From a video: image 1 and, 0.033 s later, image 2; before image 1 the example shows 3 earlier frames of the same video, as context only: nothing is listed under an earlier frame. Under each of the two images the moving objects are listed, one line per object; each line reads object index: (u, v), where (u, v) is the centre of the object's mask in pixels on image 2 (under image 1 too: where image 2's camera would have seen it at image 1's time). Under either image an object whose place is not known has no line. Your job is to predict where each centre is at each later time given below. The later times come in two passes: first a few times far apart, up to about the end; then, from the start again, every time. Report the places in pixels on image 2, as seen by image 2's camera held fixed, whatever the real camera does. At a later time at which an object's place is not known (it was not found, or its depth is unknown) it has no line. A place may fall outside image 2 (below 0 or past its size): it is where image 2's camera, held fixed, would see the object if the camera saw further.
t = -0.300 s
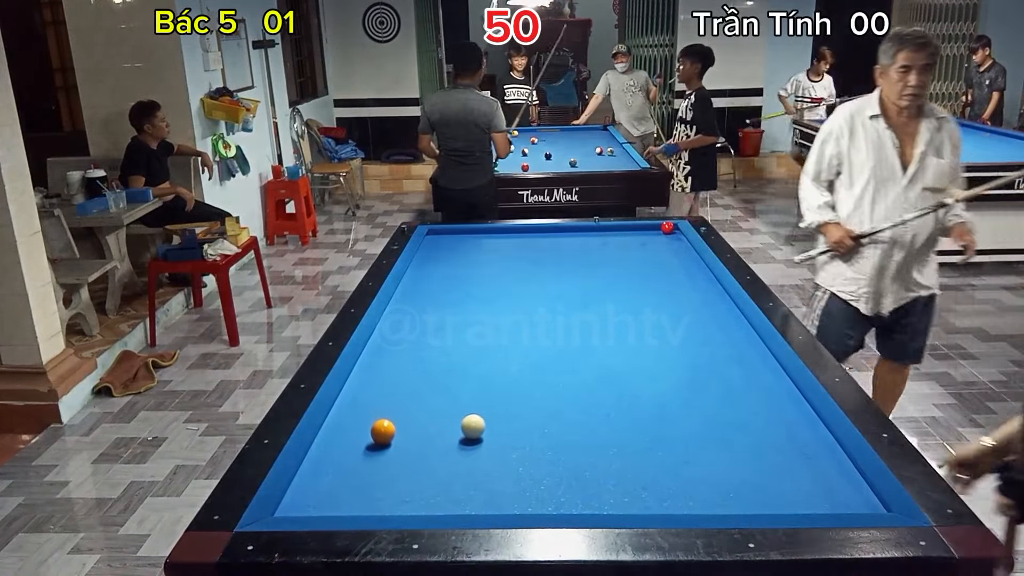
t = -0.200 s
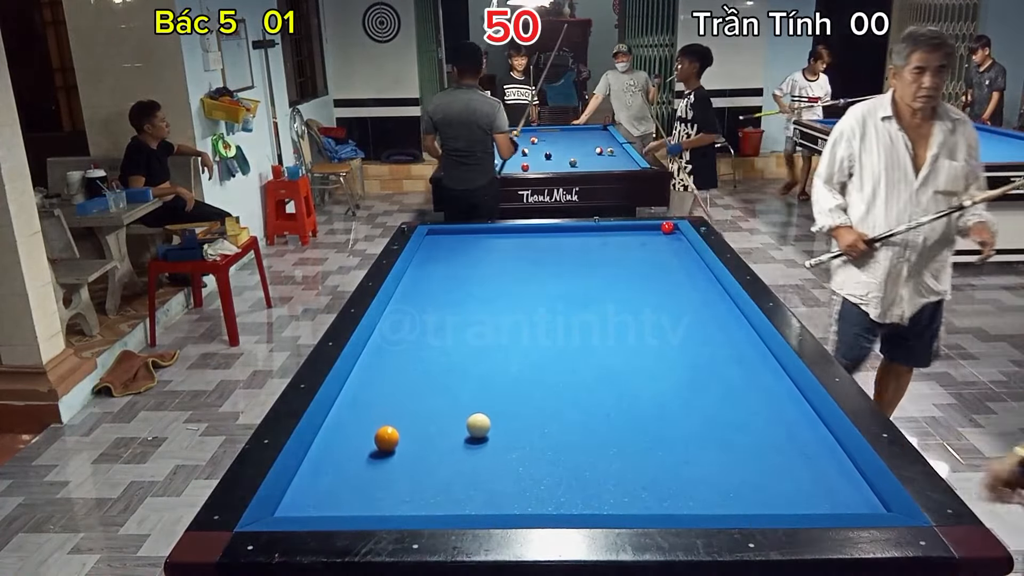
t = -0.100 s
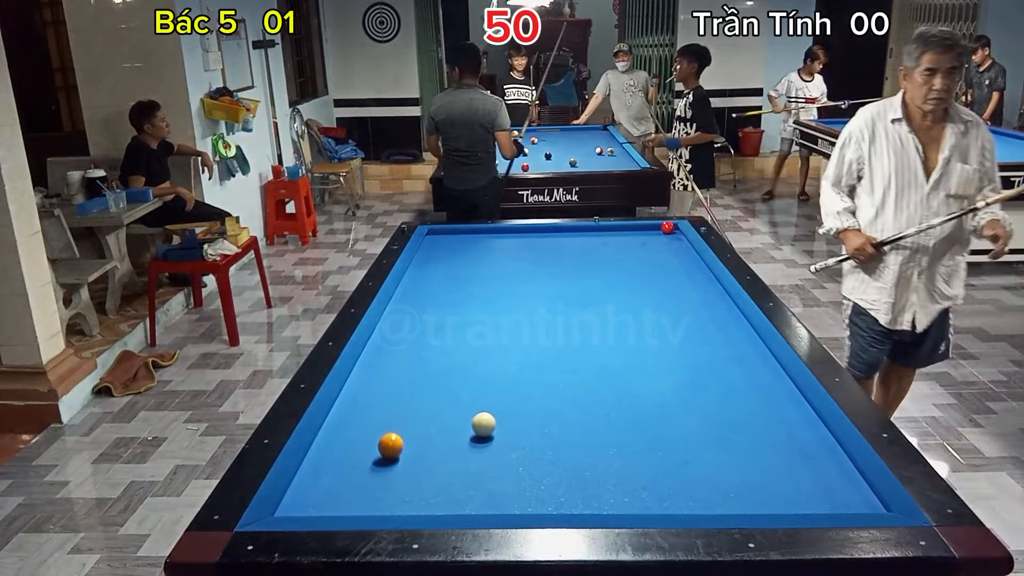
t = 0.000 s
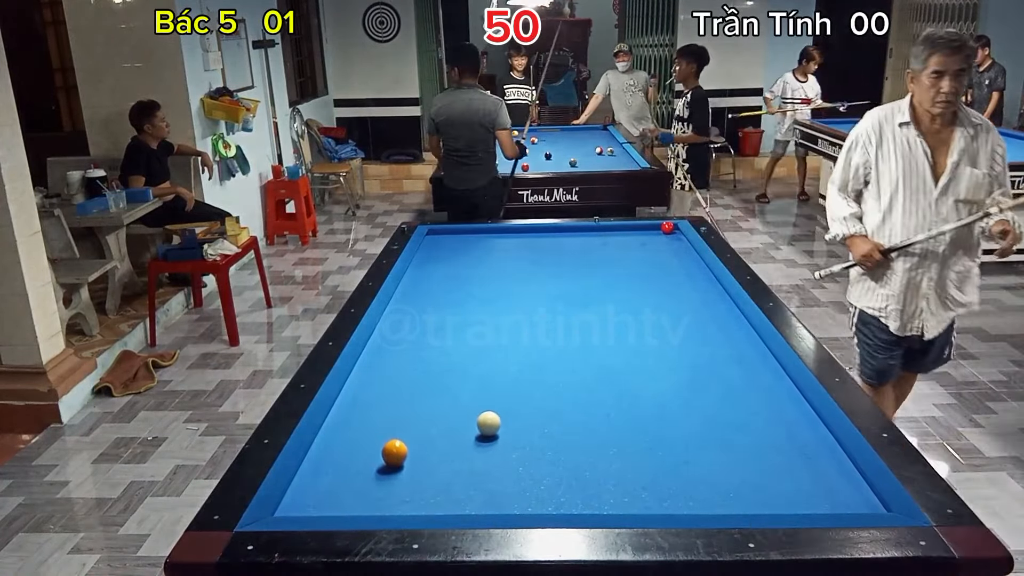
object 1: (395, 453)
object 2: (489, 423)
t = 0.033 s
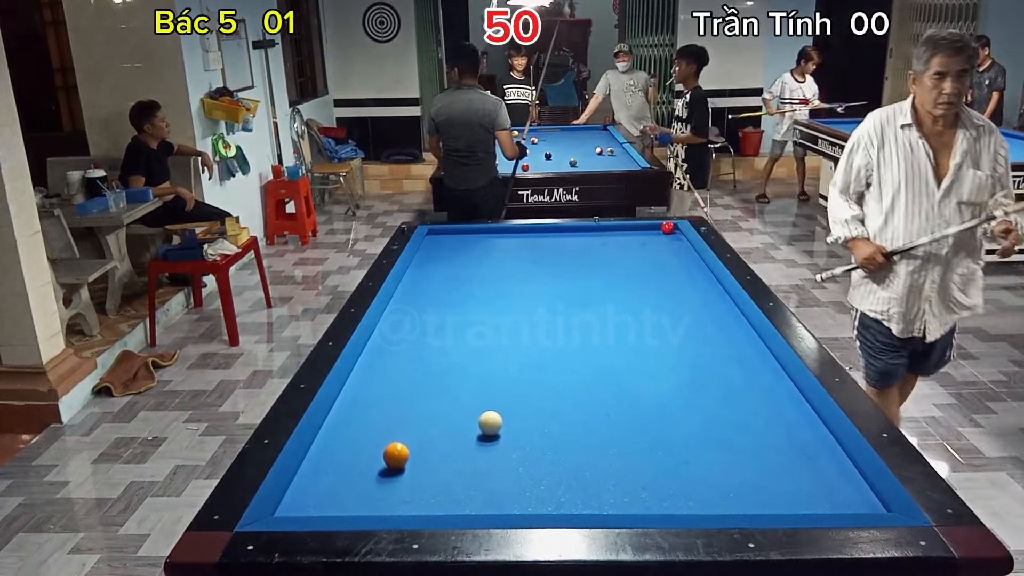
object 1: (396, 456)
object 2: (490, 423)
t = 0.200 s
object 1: (403, 468)
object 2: (498, 422)
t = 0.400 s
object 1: (412, 484)
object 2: (506, 420)
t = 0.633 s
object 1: (423, 501)
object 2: (516, 418)
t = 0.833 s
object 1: (438, 503)
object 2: (523, 416)
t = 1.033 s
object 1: (454, 495)
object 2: (529, 415)
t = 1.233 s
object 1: (468, 486)
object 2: (535, 413)
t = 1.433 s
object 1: (481, 477)
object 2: (540, 412)
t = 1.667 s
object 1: (495, 468)
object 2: (546, 411)
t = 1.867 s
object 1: (506, 461)
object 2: (549, 410)
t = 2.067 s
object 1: (516, 455)
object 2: (553, 409)
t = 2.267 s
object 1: (525, 449)
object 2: (555, 409)
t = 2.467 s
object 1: (534, 443)
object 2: (557, 408)
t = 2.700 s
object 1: (544, 437)
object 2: (558, 408)
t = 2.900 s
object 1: (551, 433)
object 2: (558, 408)
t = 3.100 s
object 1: (557, 429)
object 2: (558, 407)
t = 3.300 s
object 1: (563, 425)
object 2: (557, 406)
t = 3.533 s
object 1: (569, 421)
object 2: (556, 406)
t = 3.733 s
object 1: (574, 417)
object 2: (556, 407)
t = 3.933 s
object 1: (577, 415)
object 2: (557, 408)
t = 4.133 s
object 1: (581, 413)
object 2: (557, 408)
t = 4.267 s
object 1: (583, 411)
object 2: (557, 408)
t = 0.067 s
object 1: (397, 458)
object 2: (492, 423)
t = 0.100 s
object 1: (399, 461)
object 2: (493, 422)
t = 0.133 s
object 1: (400, 463)
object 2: (495, 422)
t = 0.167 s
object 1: (402, 465)
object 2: (496, 422)
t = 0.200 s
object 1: (403, 468)
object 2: (498, 422)
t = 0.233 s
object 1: (405, 471)
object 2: (499, 421)
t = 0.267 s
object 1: (406, 473)
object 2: (501, 421)
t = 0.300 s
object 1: (407, 476)
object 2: (502, 420)
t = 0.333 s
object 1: (409, 478)
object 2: (504, 420)
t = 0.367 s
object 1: (410, 481)
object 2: (505, 420)
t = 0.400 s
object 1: (412, 484)
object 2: (506, 420)
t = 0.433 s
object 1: (413, 486)
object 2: (508, 419)
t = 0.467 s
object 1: (415, 489)
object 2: (509, 419)
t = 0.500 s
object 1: (417, 492)
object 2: (510, 419)
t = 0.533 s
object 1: (418, 494)
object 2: (512, 418)
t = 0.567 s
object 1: (420, 497)
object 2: (513, 418)
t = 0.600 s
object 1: (422, 499)
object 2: (514, 418)
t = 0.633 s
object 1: (423, 501)
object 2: (516, 418)
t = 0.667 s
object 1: (425, 503)
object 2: (517, 417)
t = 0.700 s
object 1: (427, 504)
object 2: (518, 417)
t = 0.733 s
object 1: (429, 505)
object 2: (519, 417)
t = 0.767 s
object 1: (432, 504)
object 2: (520, 417)
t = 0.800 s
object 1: (435, 503)
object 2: (522, 416)
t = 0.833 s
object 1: (438, 503)
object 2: (523, 416)
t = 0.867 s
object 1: (440, 502)
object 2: (524, 416)
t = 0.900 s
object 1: (443, 501)
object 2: (525, 416)
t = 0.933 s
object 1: (446, 500)
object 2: (526, 415)
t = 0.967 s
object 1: (448, 497)
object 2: (527, 415)
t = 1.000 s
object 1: (451, 496)
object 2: (528, 415)
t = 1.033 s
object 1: (454, 495)
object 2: (529, 415)
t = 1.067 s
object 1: (456, 493)
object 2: (531, 415)
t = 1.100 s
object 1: (458, 492)
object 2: (532, 414)
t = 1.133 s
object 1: (461, 490)
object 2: (532, 414)
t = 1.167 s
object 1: (463, 489)
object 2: (533, 414)
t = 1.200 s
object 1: (466, 488)
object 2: (534, 414)
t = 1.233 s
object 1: (468, 486)
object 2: (535, 413)
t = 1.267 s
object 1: (470, 484)
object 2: (536, 413)
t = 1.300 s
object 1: (472, 483)
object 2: (537, 413)
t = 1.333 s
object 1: (475, 481)
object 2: (538, 413)
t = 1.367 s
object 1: (477, 480)
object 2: (539, 412)
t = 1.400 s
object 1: (479, 479)
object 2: (540, 412)
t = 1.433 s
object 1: (481, 477)
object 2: (540, 412)
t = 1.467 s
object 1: (483, 476)
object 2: (541, 412)
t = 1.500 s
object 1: (485, 475)
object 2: (542, 412)
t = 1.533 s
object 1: (487, 474)
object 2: (543, 412)
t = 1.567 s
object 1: (489, 472)
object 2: (544, 411)
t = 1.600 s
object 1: (491, 471)
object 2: (544, 411)
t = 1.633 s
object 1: (493, 470)
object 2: (545, 411)
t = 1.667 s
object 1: (495, 468)
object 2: (546, 411)
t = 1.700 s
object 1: (497, 467)
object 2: (546, 411)
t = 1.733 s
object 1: (498, 466)
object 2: (547, 410)
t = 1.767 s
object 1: (500, 465)
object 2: (548, 410)
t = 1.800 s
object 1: (502, 463)
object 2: (548, 410)
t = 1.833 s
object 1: (504, 462)
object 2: (549, 410)
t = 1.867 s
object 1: (506, 461)
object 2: (549, 410)
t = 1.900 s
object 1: (508, 460)
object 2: (550, 410)
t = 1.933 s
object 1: (509, 459)
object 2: (551, 410)
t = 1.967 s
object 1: (511, 458)
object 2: (551, 409)
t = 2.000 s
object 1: (513, 457)
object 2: (552, 409)
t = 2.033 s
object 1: (514, 456)
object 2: (552, 409)
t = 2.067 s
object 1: (516, 455)
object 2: (553, 409)
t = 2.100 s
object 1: (518, 454)
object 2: (553, 409)
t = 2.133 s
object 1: (519, 453)
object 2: (553, 409)
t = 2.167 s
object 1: (521, 452)
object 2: (554, 409)
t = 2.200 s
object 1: (522, 451)
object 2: (554, 409)
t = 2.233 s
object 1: (524, 450)
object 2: (555, 409)
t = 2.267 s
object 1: (525, 449)
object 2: (555, 409)
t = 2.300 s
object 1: (527, 448)
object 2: (555, 409)
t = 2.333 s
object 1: (528, 447)
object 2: (556, 409)
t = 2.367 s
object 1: (530, 446)
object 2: (556, 408)
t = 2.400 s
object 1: (531, 445)
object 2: (557, 408)
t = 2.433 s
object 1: (533, 444)
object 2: (557, 408)
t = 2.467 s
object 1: (534, 443)
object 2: (557, 408)
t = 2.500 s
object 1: (536, 443)
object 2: (557, 408)
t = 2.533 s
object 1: (537, 442)
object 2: (557, 408)
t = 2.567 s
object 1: (538, 441)
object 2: (558, 408)
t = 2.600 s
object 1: (540, 440)
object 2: (558, 408)
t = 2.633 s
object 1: (541, 439)
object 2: (558, 408)
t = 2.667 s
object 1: (542, 438)
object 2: (558, 408)
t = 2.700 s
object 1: (544, 437)
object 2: (558, 408)
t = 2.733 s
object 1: (545, 437)
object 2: (558, 408)
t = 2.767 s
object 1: (546, 436)
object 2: (558, 408)
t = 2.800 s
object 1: (547, 435)
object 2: (558, 408)
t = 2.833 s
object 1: (548, 434)
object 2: (558, 408)
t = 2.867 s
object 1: (550, 434)
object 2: (558, 408)
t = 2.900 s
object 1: (551, 433)
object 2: (558, 408)
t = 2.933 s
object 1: (552, 432)
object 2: (558, 408)
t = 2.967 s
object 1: (553, 431)
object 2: (558, 407)
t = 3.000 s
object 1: (554, 431)
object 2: (558, 407)
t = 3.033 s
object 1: (555, 430)
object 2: (558, 407)
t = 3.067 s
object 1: (556, 429)
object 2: (558, 407)
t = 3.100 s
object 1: (557, 429)
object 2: (558, 407)
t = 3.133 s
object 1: (558, 428)
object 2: (558, 406)
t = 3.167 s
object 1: (559, 427)
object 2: (558, 406)
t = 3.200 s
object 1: (560, 427)
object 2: (557, 406)
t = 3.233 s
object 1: (561, 426)
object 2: (557, 406)
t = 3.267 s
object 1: (562, 425)
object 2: (557, 406)
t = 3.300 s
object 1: (563, 425)
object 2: (557, 406)
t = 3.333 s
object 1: (564, 424)
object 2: (557, 406)
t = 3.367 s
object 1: (565, 423)
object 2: (557, 406)
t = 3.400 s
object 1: (566, 423)
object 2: (556, 406)
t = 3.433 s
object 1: (567, 422)
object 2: (556, 406)
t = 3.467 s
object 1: (568, 422)
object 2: (556, 406)
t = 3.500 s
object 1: (568, 421)
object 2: (556, 406)
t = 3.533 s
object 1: (569, 421)
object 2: (556, 406)
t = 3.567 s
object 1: (570, 420)
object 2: (556, 407)
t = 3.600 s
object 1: (571, 420)
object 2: (556, 407)
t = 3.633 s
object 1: (572, 419)
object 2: (556, 407)
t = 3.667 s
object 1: (572, 419)
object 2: (556, 407)
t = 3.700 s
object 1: (573, 418)
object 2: (556, 407)
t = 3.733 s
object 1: (574, 417)
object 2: (556, 407)
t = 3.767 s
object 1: (575, 417)
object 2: (557, 407)
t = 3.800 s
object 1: (575, 417)
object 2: (557, 408)
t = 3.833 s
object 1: (576, 416)
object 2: (557, 408)
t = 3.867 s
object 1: (576, 415)
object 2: (557, 408)
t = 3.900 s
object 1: (577, 415)
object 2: (557, 408)
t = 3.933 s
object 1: (577, 415)
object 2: (557, 408)
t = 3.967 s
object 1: (578, 414)
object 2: (557, 408)
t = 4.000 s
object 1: (579, 414)
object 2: (557, 408)
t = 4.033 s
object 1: (579, 413)
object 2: (557, 408)
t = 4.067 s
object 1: (580, 413)
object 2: (557, 408)
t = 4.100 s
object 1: (581, 413)
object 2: (557, 408)
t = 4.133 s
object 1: (581, 413)
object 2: (557, 408)
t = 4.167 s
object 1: (581, 412)
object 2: (557, 408)
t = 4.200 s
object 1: (582, 411)
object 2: (558, 408)
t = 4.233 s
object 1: (582, 411)
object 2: (557, 408)
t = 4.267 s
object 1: (583, 411)
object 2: (557, 408)
